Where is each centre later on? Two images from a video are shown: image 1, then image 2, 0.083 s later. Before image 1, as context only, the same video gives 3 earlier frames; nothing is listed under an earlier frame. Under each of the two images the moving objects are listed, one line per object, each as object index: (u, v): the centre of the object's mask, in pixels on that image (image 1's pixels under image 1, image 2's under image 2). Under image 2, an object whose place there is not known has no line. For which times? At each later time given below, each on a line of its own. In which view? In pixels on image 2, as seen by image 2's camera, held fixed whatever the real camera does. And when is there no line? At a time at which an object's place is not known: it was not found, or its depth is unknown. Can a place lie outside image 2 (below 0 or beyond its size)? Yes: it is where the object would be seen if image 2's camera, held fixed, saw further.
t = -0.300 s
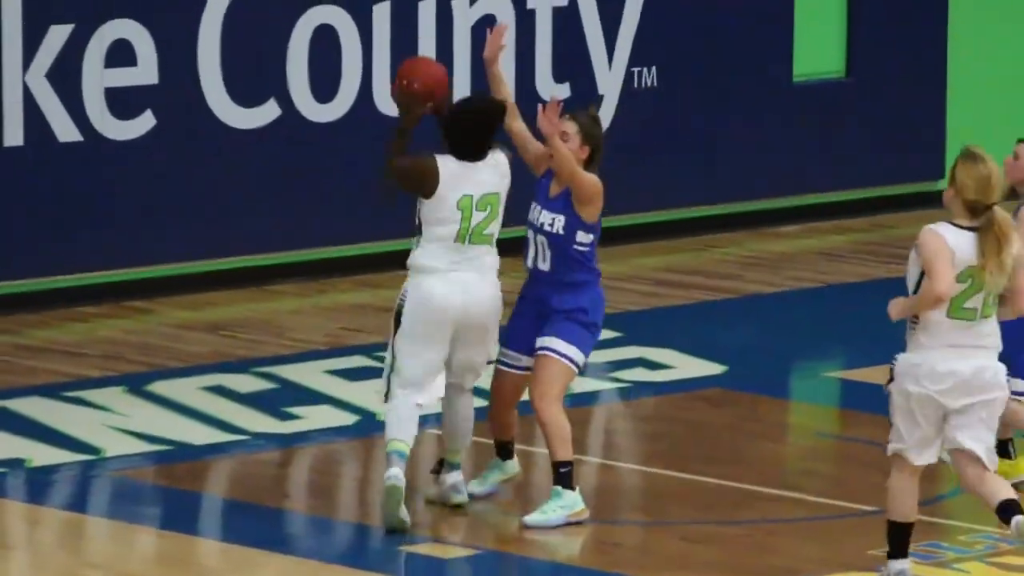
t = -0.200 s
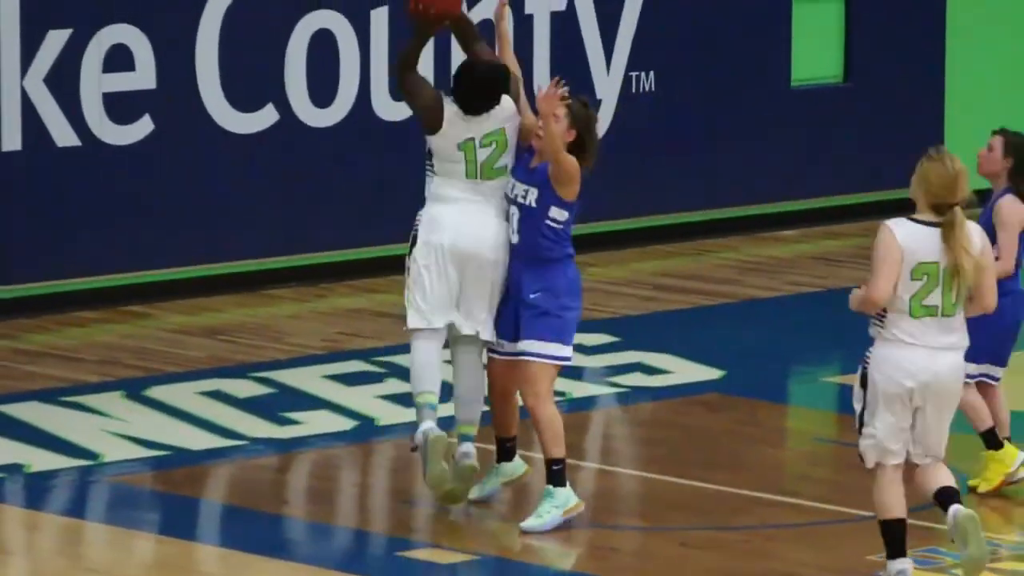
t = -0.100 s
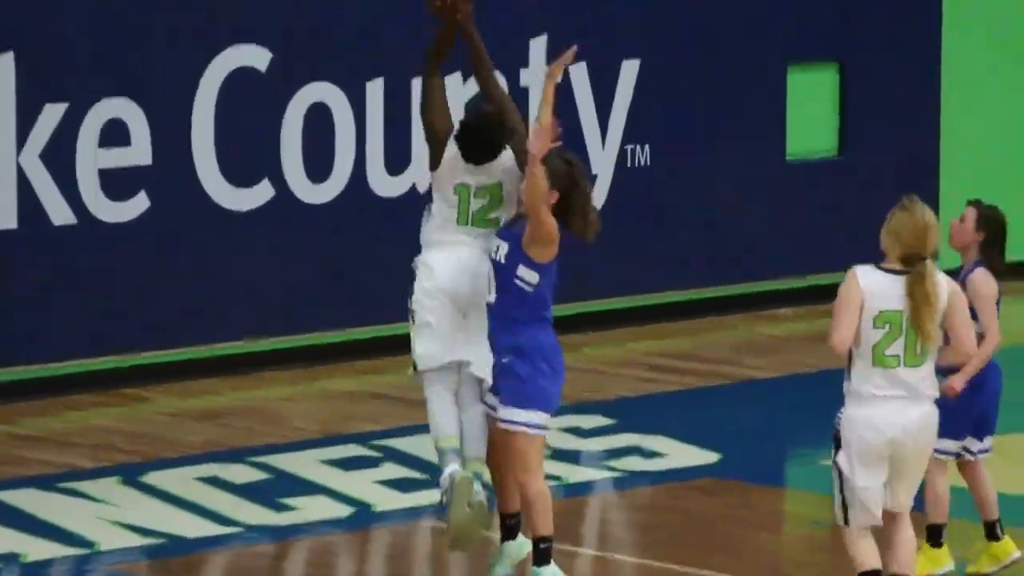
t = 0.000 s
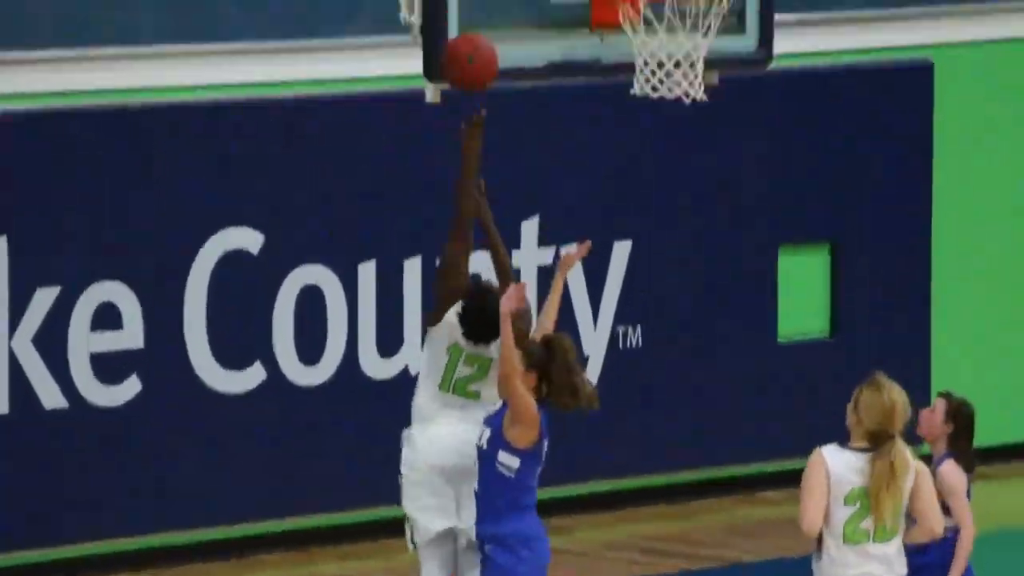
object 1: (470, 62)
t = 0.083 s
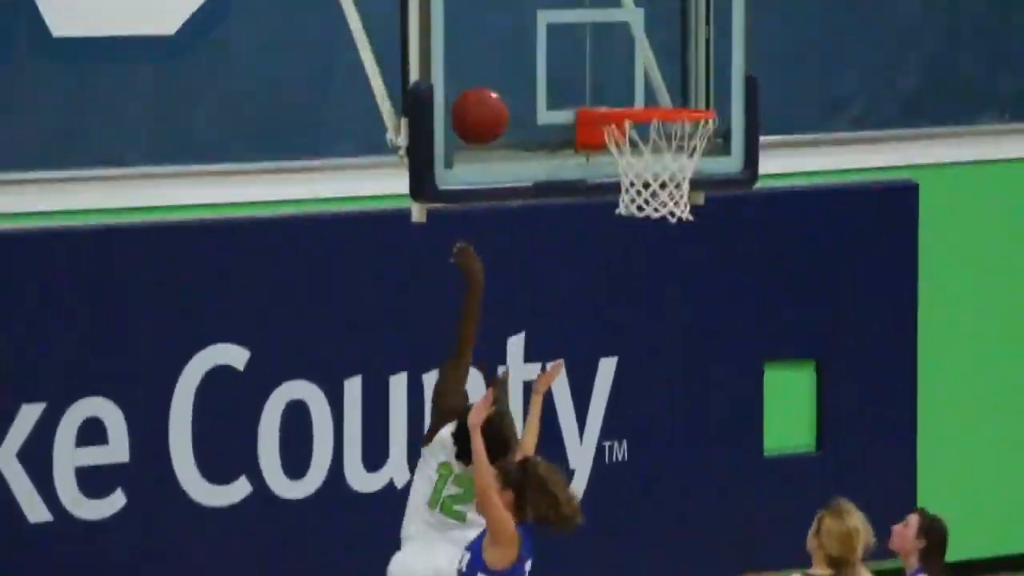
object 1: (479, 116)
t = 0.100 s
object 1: (484, 105)
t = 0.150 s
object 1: (498, 77)
